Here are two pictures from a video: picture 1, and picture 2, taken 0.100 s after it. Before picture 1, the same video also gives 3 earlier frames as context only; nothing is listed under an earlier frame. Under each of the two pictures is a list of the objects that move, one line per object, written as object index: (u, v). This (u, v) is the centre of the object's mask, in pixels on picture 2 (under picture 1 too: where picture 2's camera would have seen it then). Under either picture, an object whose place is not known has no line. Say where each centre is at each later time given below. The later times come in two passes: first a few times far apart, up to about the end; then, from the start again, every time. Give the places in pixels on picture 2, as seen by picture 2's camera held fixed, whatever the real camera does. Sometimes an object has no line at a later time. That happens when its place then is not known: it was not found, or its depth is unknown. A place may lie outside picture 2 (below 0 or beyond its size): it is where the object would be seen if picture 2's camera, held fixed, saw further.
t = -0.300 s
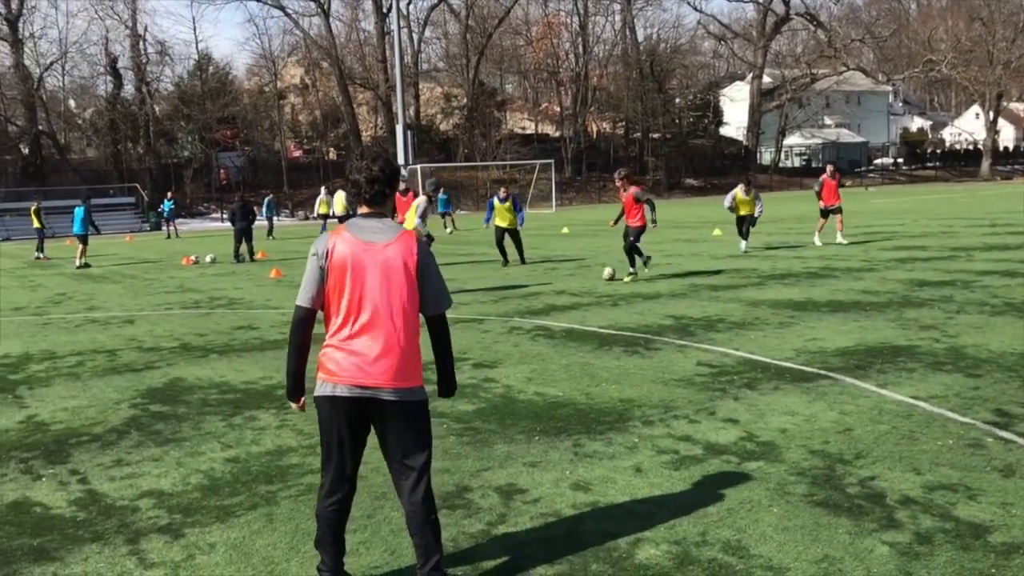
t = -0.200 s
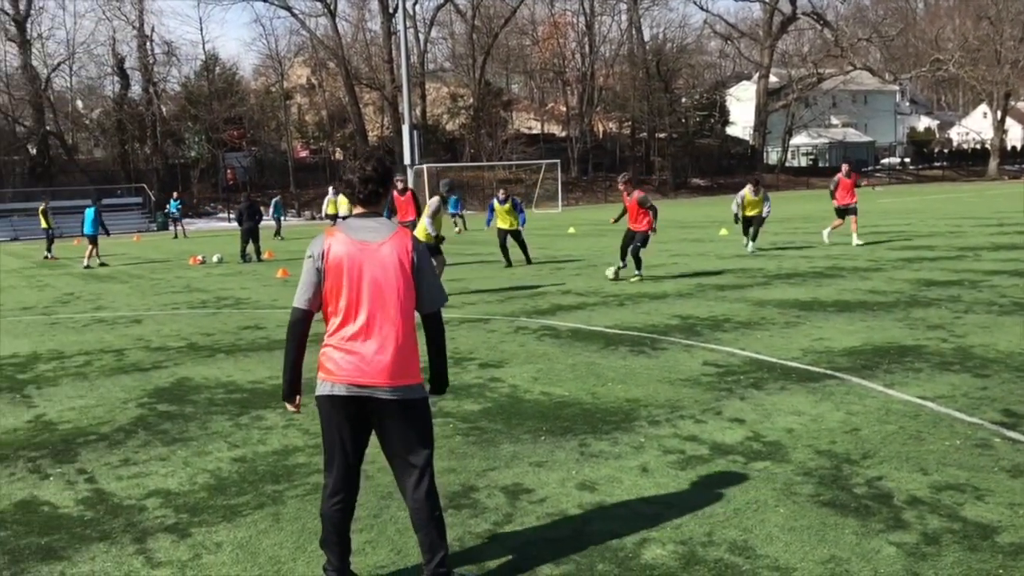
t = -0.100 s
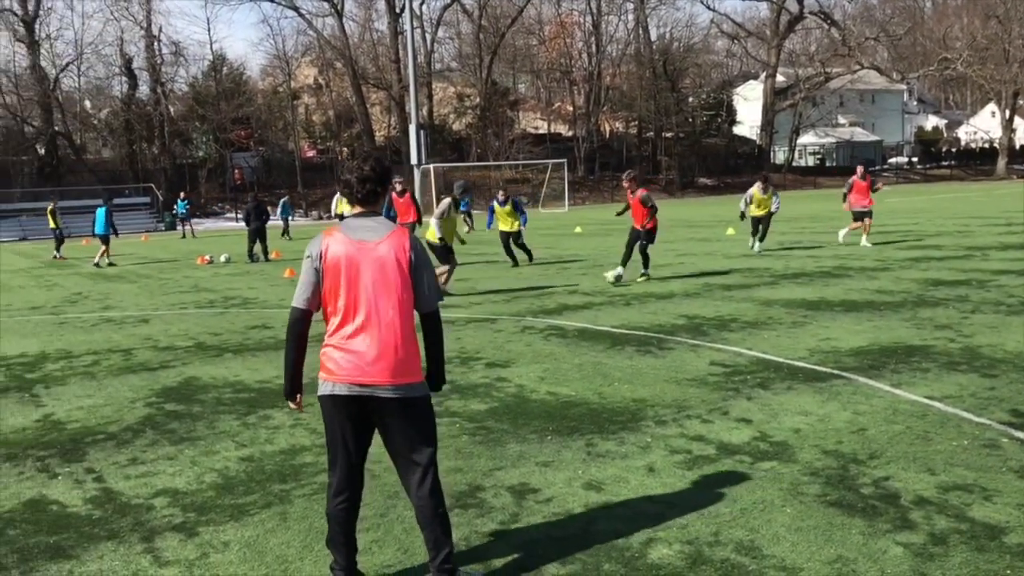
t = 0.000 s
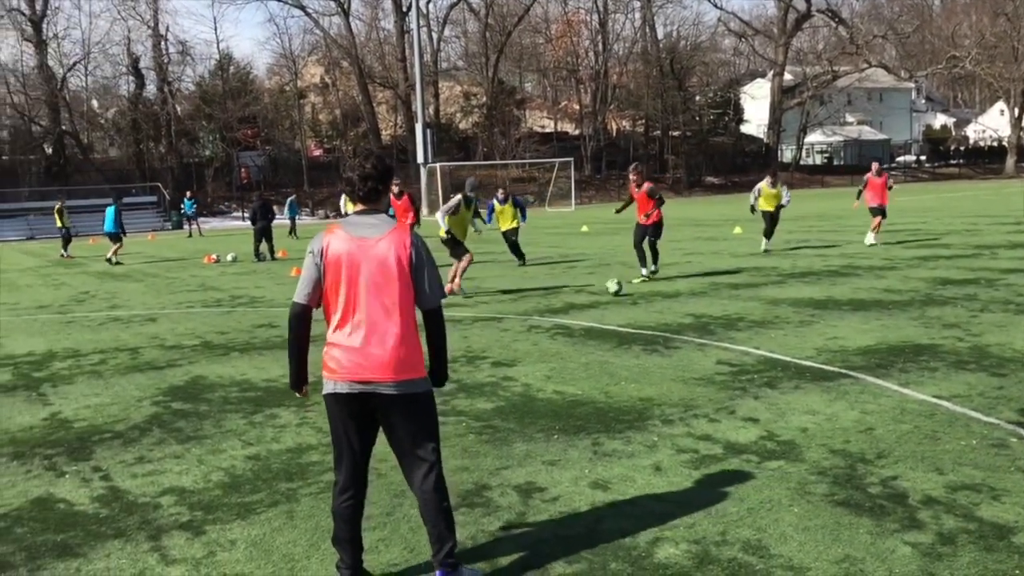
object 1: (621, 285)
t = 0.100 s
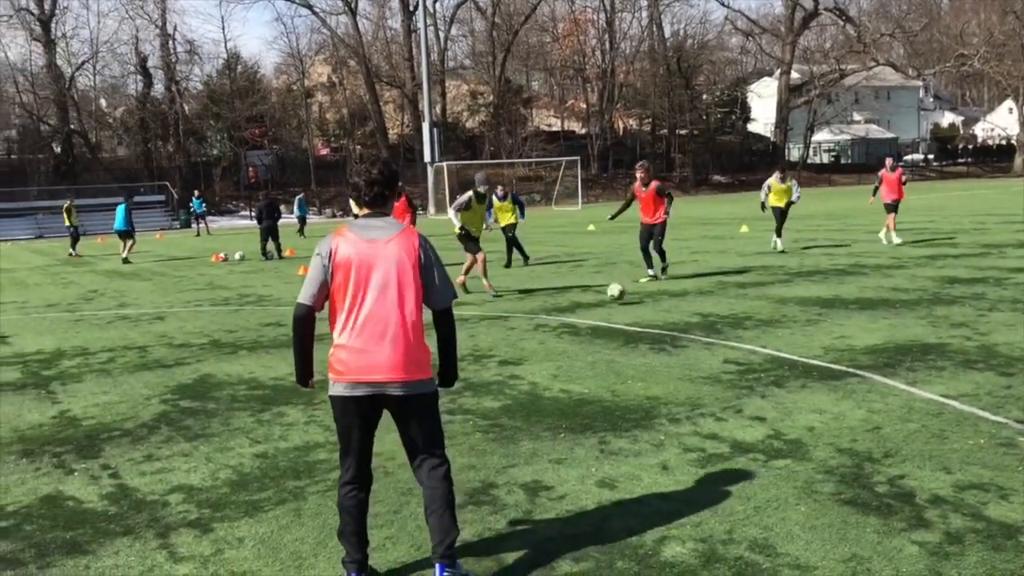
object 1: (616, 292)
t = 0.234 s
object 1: (611, 307)
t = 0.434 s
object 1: (608, 325)
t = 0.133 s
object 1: (615, 293)
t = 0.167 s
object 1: (613, 296)
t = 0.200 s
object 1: (612, 301)
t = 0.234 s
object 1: (611, 307)
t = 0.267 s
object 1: (612, 314)
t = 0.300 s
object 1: (611, 322)
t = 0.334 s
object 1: (610, 322)
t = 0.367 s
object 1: (609, 321)
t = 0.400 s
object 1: (608, 323)
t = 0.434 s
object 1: (608, 325)
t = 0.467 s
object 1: (607, 329)
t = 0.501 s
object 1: (607, 335)
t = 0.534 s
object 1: (608, 343)
